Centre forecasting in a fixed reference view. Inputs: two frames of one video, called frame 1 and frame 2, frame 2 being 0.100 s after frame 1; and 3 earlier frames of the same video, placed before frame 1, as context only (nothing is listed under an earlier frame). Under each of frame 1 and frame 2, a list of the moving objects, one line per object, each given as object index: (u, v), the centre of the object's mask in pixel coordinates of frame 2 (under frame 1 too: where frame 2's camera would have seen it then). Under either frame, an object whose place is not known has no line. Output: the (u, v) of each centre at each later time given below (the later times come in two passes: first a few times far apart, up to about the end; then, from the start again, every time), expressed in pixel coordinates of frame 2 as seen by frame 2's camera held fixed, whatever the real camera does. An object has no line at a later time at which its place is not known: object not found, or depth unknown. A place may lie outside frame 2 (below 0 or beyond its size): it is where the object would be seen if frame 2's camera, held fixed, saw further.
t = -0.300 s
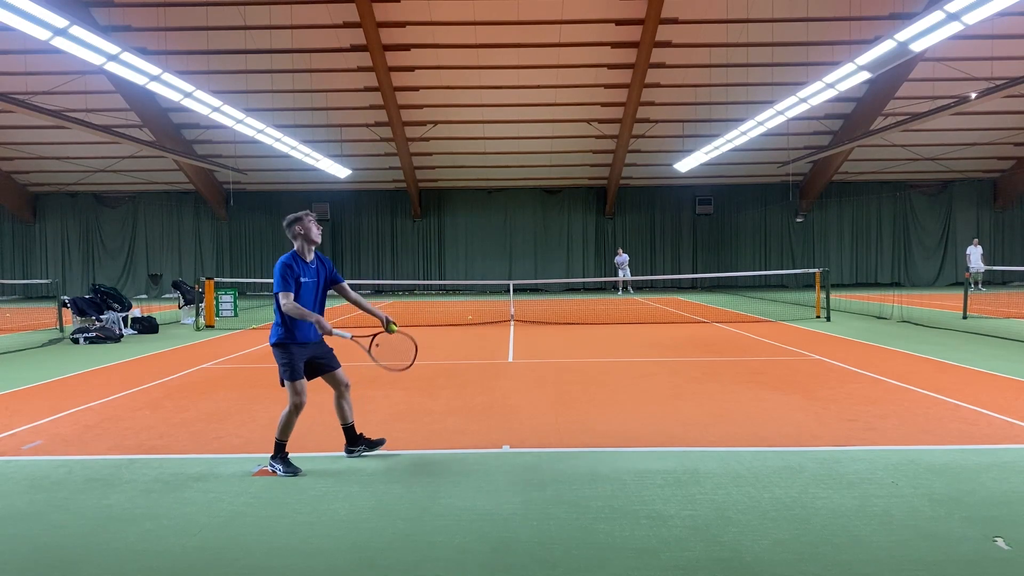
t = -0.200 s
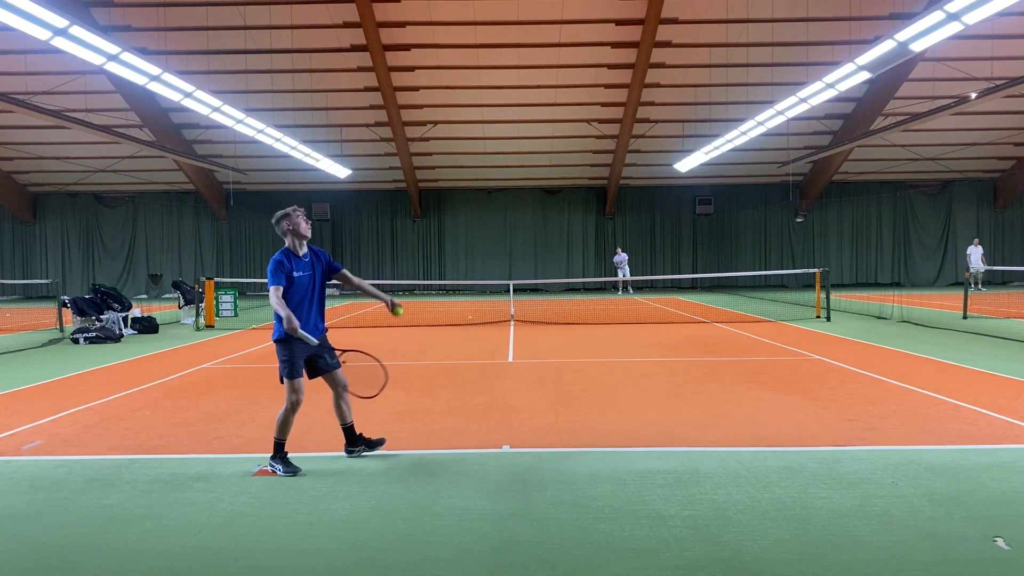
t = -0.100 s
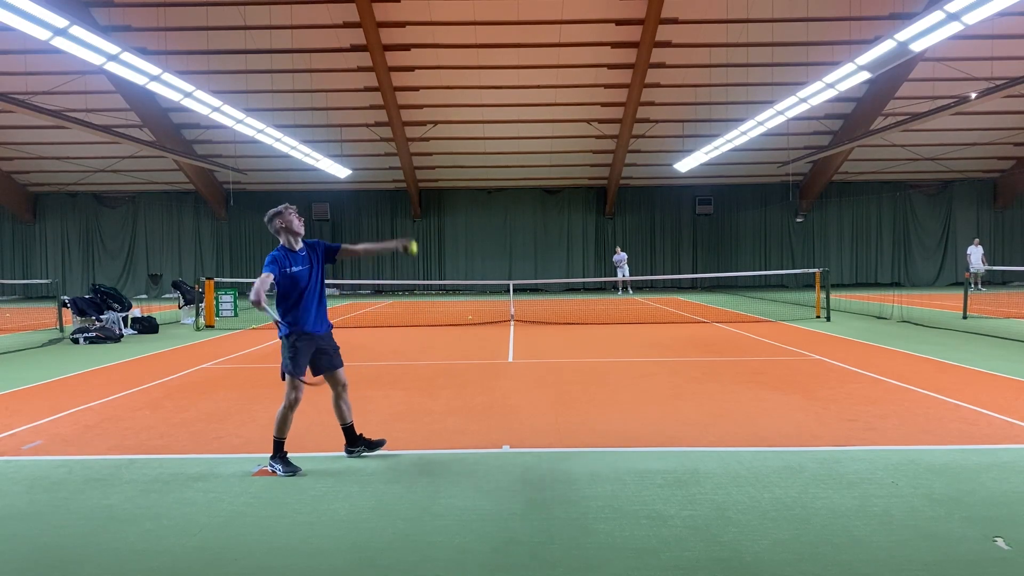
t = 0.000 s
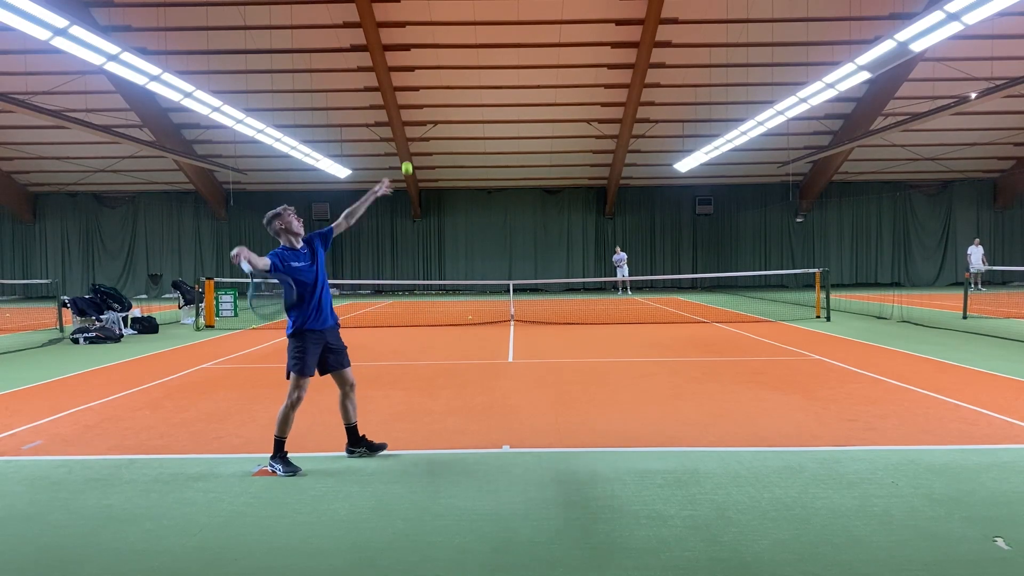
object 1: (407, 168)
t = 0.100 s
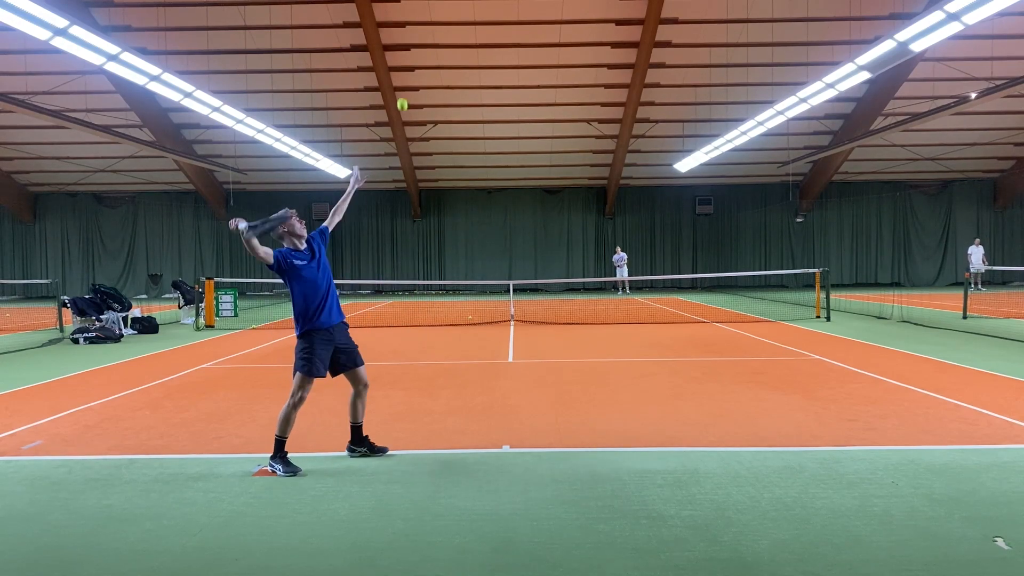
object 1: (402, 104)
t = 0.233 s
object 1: (396, 44)
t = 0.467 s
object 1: (389, 4)
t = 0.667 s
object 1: (383, 28)
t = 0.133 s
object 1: (400, 87)
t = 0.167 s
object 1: (399, 71)
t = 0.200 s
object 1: (398, 56)
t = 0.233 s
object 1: (396, 44)
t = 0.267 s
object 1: (395, 33)
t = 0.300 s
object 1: (394, 24)
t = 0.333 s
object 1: (393, 16)
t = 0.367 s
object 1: (391, 10)
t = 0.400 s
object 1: (390, 6)
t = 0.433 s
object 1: (389, 4)
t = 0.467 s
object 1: (389, 4)
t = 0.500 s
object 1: (388, 4)
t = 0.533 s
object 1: (387, 5)
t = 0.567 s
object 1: (386, 8)
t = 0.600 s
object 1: (385, 14)
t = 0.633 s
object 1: (384, 20)
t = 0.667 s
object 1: (383, 28)
